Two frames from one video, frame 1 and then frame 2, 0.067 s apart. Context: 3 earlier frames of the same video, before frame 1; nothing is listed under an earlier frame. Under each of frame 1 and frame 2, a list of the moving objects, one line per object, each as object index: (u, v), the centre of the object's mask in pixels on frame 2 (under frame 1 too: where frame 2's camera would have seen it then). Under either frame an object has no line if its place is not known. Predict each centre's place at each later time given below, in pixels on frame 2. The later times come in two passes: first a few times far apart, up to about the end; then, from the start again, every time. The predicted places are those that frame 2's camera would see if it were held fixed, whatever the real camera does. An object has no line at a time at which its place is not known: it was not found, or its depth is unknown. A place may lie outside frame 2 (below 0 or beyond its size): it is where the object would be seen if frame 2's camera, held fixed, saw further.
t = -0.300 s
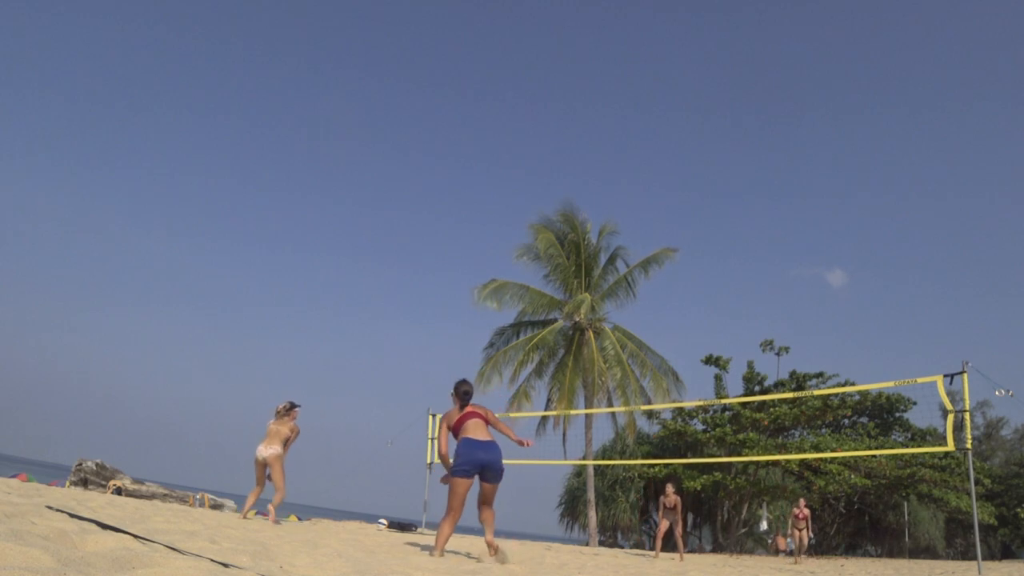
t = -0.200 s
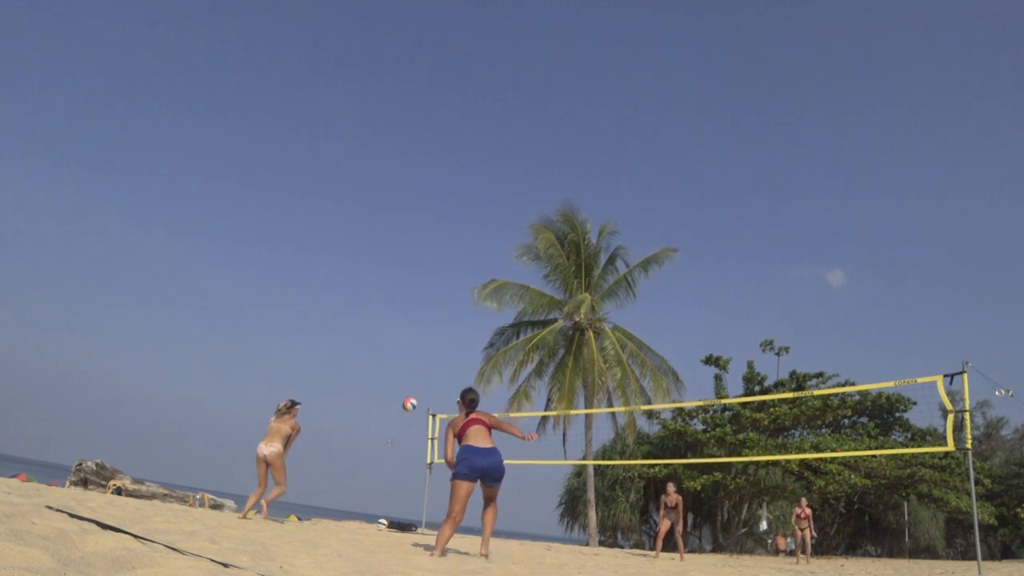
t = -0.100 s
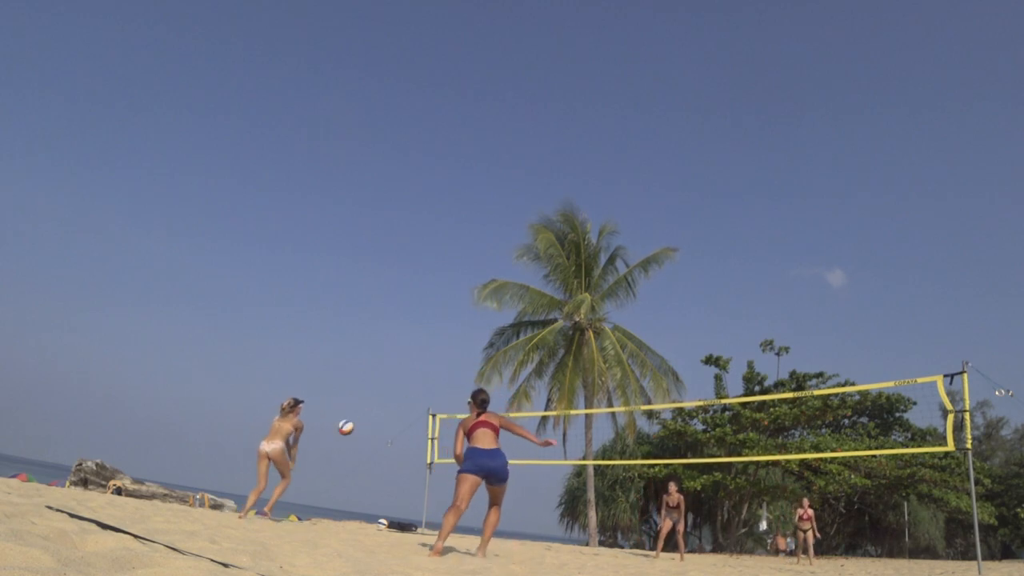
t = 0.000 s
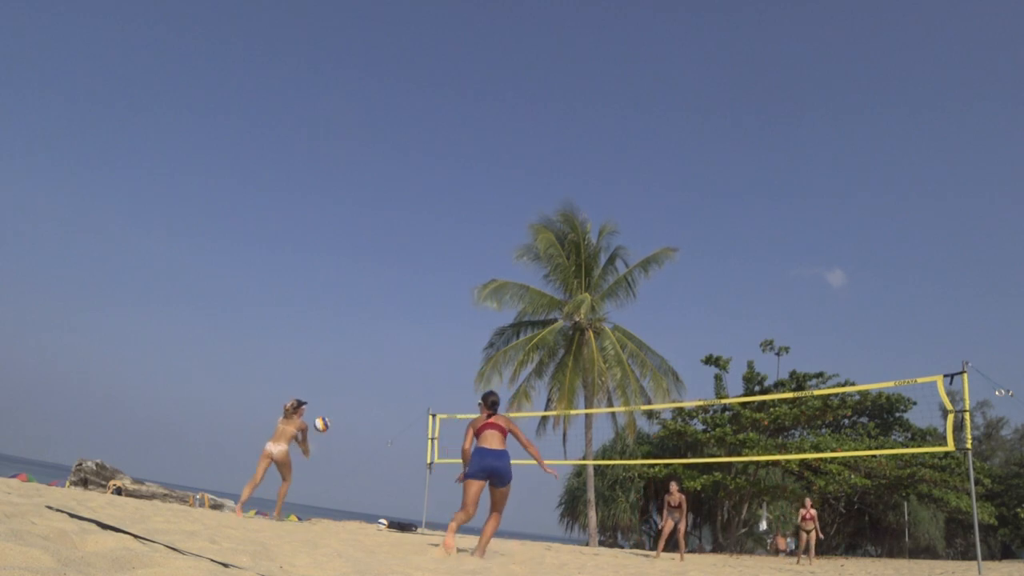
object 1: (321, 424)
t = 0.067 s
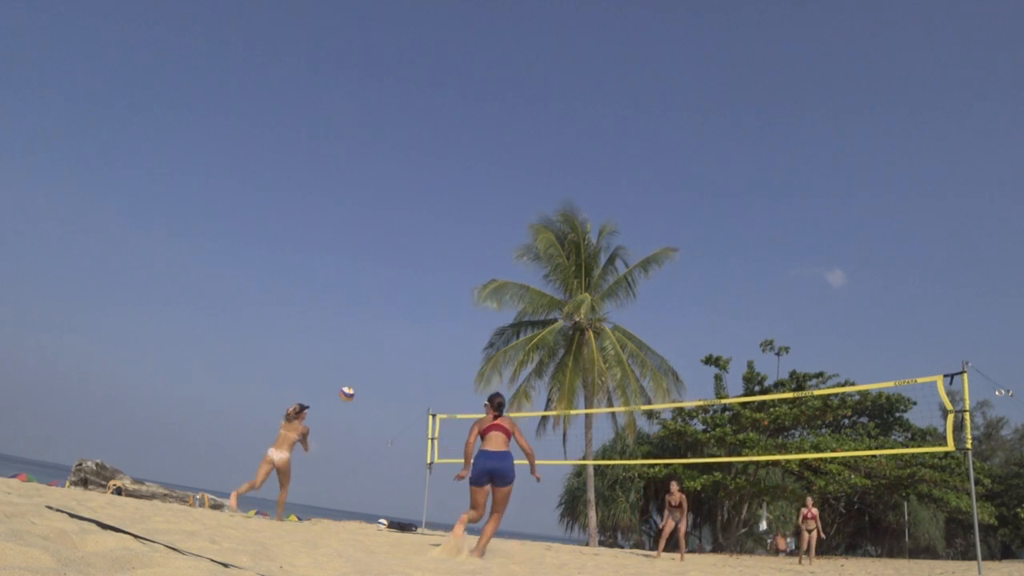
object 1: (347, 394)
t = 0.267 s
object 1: (406, 334)
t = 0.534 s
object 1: (458, 307)
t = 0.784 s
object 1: (491, 313)
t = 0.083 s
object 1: (352, 387)
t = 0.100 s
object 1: (358, 381)
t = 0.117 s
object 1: (363, 375)
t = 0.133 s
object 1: (368, 370)
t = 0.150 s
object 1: (373, 365)
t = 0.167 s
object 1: (379, 360)
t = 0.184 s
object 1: (384, 354)
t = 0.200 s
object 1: (389, 350)
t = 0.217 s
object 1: (393, 346)
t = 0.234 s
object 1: (398, 342)
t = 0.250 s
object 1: (402, 338)
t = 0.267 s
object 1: (406, 334)
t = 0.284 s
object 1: (409, 331)
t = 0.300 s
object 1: (414, 328)
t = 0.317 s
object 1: (418, 326)
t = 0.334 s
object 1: (421, 323)
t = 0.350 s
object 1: (425, 321)
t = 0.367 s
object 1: (428, 319)
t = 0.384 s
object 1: (432, 317)
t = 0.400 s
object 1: (435, 315)
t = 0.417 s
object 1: (438, 313)
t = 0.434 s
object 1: (441, 311)
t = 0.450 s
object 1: (444, 310)
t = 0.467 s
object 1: (447, 309)
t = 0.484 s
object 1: (449, 308)
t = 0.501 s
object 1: (452, 308)
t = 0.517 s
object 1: (455, 307)
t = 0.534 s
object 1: (458, 307)
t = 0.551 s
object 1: (461, 306)
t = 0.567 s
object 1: (463, 306)
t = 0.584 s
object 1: (465, 306)
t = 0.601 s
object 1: (468, 305)
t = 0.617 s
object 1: (470, 305)
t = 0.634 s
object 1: (472, 306)
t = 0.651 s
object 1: (475, 306)
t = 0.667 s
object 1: (477, 307)
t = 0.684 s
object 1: (479, 308)
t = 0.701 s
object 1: (481, 309)
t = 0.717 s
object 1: (483, 309)
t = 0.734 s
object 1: (485, 310)
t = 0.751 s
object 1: (487, 311)
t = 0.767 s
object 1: (490, 312)
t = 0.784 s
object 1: (491, 313)
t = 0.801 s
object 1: (493, 315)
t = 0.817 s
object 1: (494, 316)
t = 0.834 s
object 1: (496, 318)
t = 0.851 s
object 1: (498, 320)
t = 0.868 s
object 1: (500, 322)
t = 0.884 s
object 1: (501, 324)
